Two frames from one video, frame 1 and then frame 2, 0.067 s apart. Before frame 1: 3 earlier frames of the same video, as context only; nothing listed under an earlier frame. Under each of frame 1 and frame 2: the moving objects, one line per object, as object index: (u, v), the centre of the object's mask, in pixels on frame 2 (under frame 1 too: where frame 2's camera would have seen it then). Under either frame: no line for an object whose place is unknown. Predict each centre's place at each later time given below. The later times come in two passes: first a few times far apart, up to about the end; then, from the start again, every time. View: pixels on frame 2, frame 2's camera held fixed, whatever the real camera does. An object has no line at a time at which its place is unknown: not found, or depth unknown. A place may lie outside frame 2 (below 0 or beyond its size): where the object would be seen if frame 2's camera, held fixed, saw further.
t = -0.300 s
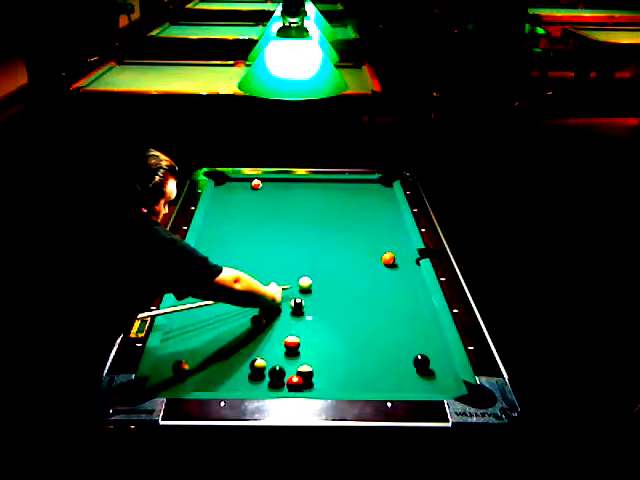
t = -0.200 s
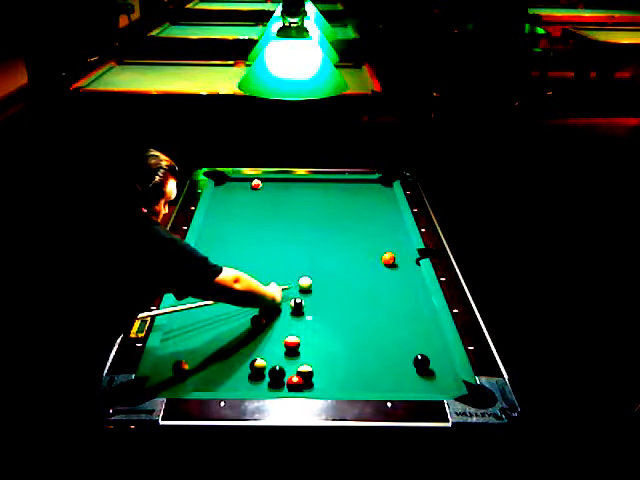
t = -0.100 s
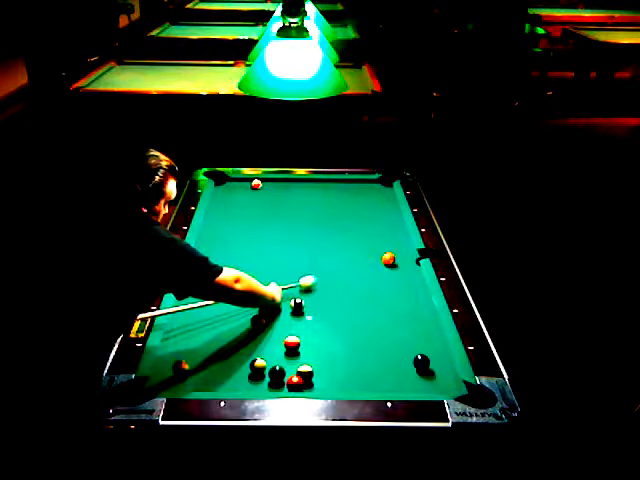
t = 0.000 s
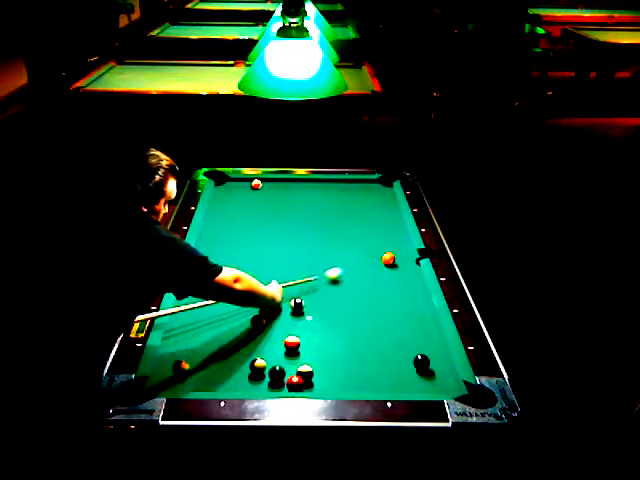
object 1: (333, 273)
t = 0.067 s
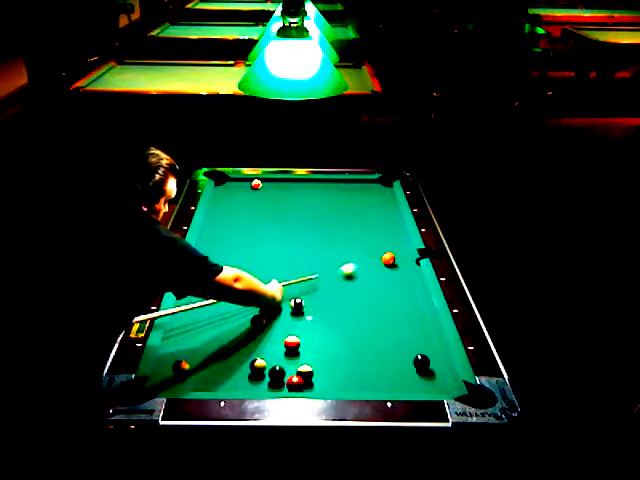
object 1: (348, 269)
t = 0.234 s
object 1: (376, 260)
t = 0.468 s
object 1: (381, 251)
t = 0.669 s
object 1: (386, 246)
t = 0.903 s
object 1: (392, 239)
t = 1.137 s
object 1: (396, 233)
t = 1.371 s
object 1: (401, 228)
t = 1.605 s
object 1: (398, 224)
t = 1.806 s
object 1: (395, 221)
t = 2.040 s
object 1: (392, 218)
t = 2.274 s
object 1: (390, 216)
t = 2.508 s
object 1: (388, 214)
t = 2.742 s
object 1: (386, 213)
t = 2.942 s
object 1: (385, 212)
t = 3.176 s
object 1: (385, 212)
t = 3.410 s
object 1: (384, 212)
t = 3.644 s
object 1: (384, 212)
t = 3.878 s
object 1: (384, 212)
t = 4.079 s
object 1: (384, 212)
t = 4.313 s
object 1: (384, 212)
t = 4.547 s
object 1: (384, 212)
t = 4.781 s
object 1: (384, 212)
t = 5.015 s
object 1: (384, 212)
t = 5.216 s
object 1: (384, 212)
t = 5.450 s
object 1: (384, 212)
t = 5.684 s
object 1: (384, 212)
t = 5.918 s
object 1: (384, 212)
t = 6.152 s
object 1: (384, 212)
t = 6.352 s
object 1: (384, 212)
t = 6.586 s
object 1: (384, 212)
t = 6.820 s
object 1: (384, 212)
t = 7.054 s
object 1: (384, 212)
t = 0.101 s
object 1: (354, 266)
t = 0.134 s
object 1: (361, 264)
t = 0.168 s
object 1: (368, 262)
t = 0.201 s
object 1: (375, 261)
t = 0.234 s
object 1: (376, 260)
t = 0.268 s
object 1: (376, 258)
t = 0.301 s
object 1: (377, 257)
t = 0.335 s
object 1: (377, 256)
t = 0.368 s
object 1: (378, 255)
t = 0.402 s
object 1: (379, 254)
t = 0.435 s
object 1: (380, 253)
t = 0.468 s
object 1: (381, 251)
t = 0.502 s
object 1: (382, 250)
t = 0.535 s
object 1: (383, 249)
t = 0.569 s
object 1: (383, 248)
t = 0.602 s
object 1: (384, 247)
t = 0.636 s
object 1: (385, 246)
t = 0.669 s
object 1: (386, 246)
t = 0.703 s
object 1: (387, 245)
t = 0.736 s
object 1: (388, 244)
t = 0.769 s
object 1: (388, 243)
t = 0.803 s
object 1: (390, 242)
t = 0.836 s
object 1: (390, 241)
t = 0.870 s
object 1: (391, 240)
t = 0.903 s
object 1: (392, 239)
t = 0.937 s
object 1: (392, 238)
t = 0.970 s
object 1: (393, 237)
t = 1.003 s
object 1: (394, 236)
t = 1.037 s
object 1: (394, 235)
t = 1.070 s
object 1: (395, 234)
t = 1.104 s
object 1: (396, 234)
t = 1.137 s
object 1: (396, 233)
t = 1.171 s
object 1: (397, 232)
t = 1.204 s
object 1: (397, 231)
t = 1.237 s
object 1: (398, 230)
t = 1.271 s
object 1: (399, 230)
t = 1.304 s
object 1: (399, 229)
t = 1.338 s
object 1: (400, 229)
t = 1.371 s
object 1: (401, 228)
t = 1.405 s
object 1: (401, 227)
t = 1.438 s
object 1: (401, 226)
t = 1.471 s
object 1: (400, 226)
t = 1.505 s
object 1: (400, 226)
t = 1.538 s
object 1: (399, 225)
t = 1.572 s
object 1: (399, 224)
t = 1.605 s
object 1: (398, 224)
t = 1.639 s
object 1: (398, 223)
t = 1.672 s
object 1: (397, 223)
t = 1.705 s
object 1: (397, 222)
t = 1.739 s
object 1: (396, 222)
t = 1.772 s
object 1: (396, 222)
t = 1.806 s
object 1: (395, 221)
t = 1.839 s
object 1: (394, 221)
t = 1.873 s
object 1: (394, 220)
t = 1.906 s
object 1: (394, 220)
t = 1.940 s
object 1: (393, 220)
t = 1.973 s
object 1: (393, 219)
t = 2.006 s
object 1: (392, 219)
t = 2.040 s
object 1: (392, 218)
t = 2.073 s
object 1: (392, 218)
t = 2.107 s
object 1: (391, 218)
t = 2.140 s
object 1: (391, 218)
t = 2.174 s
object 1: (391, 217)
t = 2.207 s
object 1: (391, 217)
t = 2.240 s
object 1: (390, 217)
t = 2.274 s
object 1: (390, 216)
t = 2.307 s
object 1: (390, 216)
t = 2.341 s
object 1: (389, 216)
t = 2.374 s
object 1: (389, 216)
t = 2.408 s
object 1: (389, 215)
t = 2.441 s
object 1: (388, 215)
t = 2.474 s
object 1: (388, 215)
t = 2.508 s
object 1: (388, 214)
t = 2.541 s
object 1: (387, 214)
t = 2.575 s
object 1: (387, 214)
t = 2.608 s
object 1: (387, 214)
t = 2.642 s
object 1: (387, 214)
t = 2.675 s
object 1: (386, 214)
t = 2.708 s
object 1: (386, 214)
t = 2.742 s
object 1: (386, 213)
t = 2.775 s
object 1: (386, 213)
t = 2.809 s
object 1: (386, 213)
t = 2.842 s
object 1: (386, 213)
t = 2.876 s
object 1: (385, 212)
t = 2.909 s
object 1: (385, 212)
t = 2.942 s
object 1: (385, 212)
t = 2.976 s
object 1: (385, 212)
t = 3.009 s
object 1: (385, 212)
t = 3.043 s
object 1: (385, 212)
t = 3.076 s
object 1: (385, 212)
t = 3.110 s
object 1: (385, 212)
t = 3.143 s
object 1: (385, 212)
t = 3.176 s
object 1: (385, 212)
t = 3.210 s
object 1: (384, 212)
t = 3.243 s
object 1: (384, 212)
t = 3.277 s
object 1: (384, 212)
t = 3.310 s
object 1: (384, 212)
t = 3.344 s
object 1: (384, 212)
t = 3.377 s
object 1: (384, 212)
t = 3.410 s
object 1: (384, 212)
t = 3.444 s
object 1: (384, 212)
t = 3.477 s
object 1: (384, 212)
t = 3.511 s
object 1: (384, 212)
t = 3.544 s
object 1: (384, 212)
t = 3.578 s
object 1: (384, 212)
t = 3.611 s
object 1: (384, 212)
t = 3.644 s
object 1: (384, 212)
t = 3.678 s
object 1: (384, 212)
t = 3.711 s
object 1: (384, 212)
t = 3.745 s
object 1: (384, 212)
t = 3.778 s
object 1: (384, 212)
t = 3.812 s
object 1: (384, 212)
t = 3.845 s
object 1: (384, 212)
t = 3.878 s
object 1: (384, 212)
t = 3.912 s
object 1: (384, 212)
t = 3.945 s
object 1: (384, 212)
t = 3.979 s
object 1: (384, 212)
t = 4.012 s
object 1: (384, 212)
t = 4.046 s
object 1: (384, 212)
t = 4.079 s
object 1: (384, 212)
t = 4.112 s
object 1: (384, 212)
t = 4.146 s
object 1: (384, 212)
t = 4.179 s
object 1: (384, 212)
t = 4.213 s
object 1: (384, 212)
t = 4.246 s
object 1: (384, 212)
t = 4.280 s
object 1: (384, 212)
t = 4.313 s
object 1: (384, 212)
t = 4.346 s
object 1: (384, 212)
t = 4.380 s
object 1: (384, 212)
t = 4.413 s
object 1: (384, 212)
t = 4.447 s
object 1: (384, 212)
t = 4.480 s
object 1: (384, 212)
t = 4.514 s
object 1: (384, 212)
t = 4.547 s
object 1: (384, 212)
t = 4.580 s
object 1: (384, 212)
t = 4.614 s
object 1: (384, 212)
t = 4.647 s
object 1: (384, 212)
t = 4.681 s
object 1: (384, 212)
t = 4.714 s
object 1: (384, 212)
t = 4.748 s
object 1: (384, 212)
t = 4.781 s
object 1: (384, 212)
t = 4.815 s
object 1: (384, 212)
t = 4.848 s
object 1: (384, 212)
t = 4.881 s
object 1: (384, 212)
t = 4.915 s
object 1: (384, 212)
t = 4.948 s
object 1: (384, 212)
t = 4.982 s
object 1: (384, 212)
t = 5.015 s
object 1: (384, 212)
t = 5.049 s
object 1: (384, 212)
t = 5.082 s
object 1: (384, 212)
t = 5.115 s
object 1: (384, 212)
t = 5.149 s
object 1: (384, 212)
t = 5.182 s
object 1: (384, 212)
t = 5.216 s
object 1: (384, 212)
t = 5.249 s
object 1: (384, 212)
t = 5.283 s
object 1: (384, 212)
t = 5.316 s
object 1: (384, 212)
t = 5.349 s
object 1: (384, 212)
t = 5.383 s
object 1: (384, 212)
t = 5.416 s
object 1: (384, 212)
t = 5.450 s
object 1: (384, 212)
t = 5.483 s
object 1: (384, 212)
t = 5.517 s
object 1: (384, 212)
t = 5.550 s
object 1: (384, 212)
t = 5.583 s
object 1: (384, 212)
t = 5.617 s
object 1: (384, 212)
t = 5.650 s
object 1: (384, 212)
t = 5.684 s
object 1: (384, 212)
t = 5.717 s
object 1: (384, 212)
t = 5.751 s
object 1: (384, 212)
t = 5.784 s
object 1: (384, 212)
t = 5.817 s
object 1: (384, 212)
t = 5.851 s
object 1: (384, 212)
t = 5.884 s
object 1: (384, 212)
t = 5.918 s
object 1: (384, 212)
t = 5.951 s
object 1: (384, 212)
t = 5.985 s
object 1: (384, 212)
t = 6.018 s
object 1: (384, 212)
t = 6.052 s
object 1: (384, 212)
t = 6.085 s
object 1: (384, 212)
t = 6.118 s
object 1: (384, 212)
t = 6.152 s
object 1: (384, 212)
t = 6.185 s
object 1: (384, 212)
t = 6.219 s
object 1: (384, 212)
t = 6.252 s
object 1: (384, 212)
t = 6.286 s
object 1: (384, 212)
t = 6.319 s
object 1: (384, 212)
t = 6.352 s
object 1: (384, 212)
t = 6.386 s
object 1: (384, 212)
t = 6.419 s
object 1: (384, 212)
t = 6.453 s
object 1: (384, 212)
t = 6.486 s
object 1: (384, 212)
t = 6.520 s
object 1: (384, 212)
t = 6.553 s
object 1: (384, 212)
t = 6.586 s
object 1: (384, 212)
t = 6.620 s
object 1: (384, 212)
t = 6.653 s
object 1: (384, 212)
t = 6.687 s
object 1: (384, 212)
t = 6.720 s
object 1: (384, 212)
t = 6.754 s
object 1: (384, 212)
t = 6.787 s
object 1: (384, 212)
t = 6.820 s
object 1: (384, 212)
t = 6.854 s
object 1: (384, 212)
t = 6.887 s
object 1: (384, 212)
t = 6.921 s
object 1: (384, 212)
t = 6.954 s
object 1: (384, 212)
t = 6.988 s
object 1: (384, 212)
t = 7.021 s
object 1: (384, 212)
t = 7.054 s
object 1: (384, 212)
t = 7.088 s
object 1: (384, 212)
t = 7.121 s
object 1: (384, 212)
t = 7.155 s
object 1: (384, 212)
